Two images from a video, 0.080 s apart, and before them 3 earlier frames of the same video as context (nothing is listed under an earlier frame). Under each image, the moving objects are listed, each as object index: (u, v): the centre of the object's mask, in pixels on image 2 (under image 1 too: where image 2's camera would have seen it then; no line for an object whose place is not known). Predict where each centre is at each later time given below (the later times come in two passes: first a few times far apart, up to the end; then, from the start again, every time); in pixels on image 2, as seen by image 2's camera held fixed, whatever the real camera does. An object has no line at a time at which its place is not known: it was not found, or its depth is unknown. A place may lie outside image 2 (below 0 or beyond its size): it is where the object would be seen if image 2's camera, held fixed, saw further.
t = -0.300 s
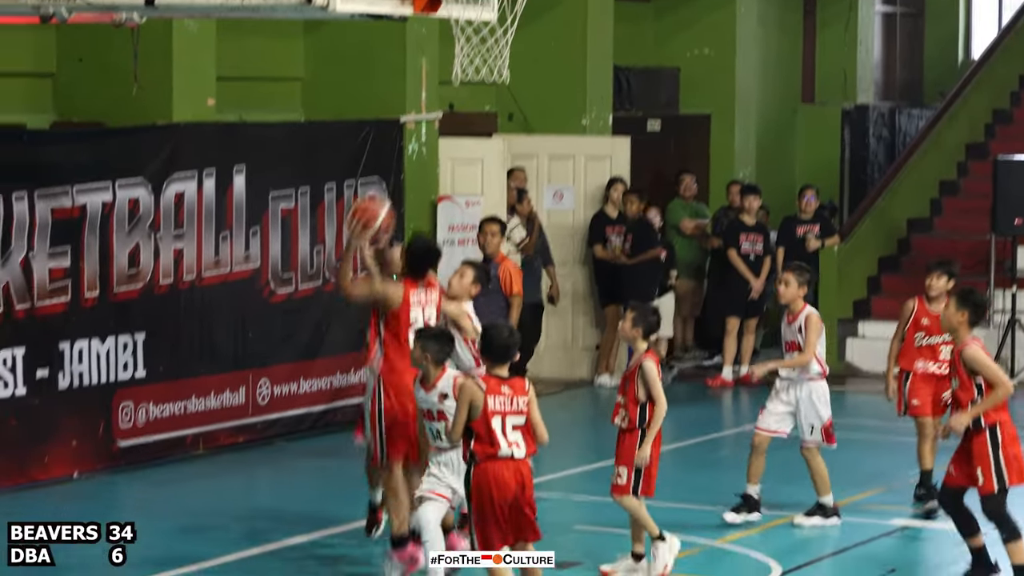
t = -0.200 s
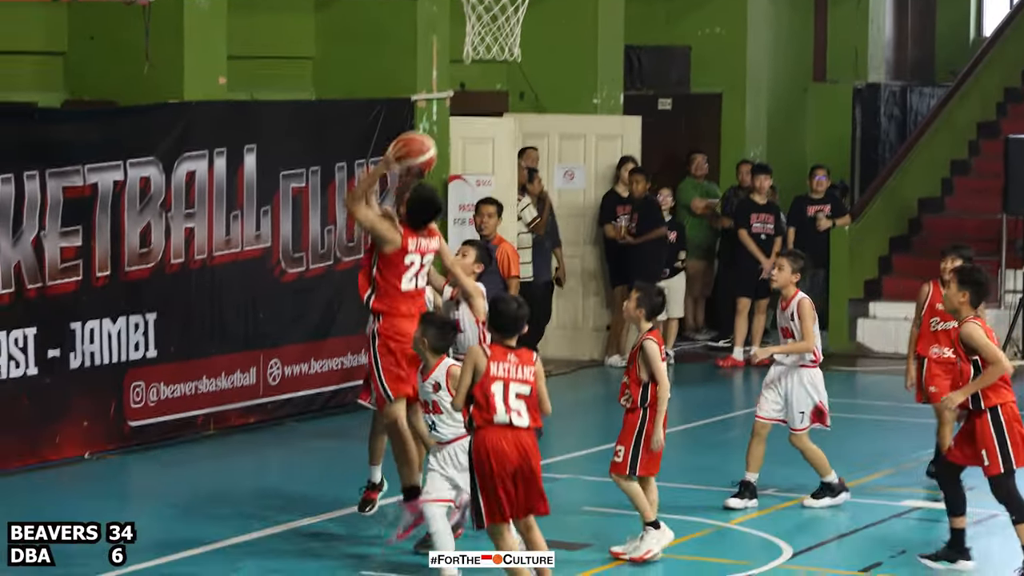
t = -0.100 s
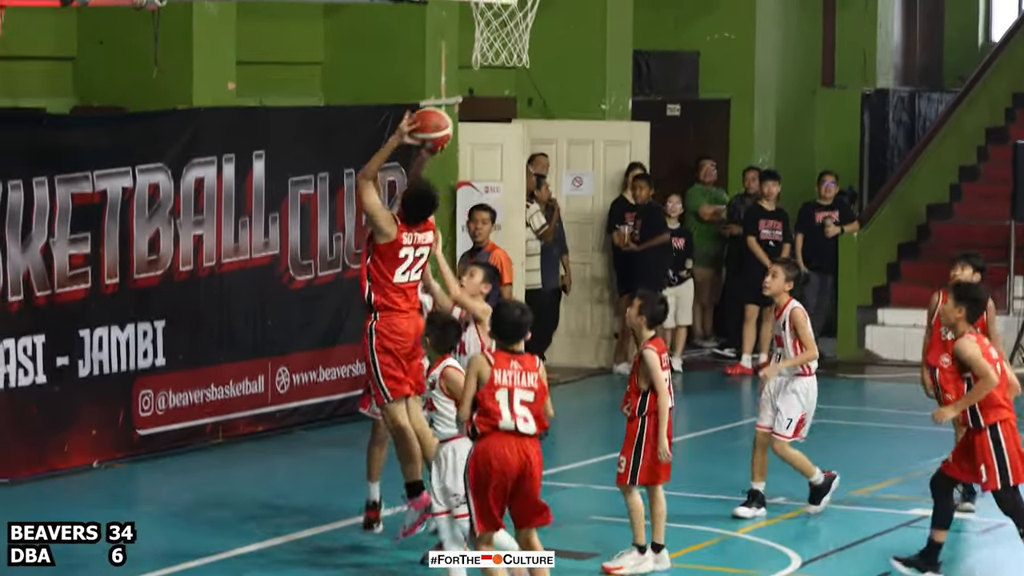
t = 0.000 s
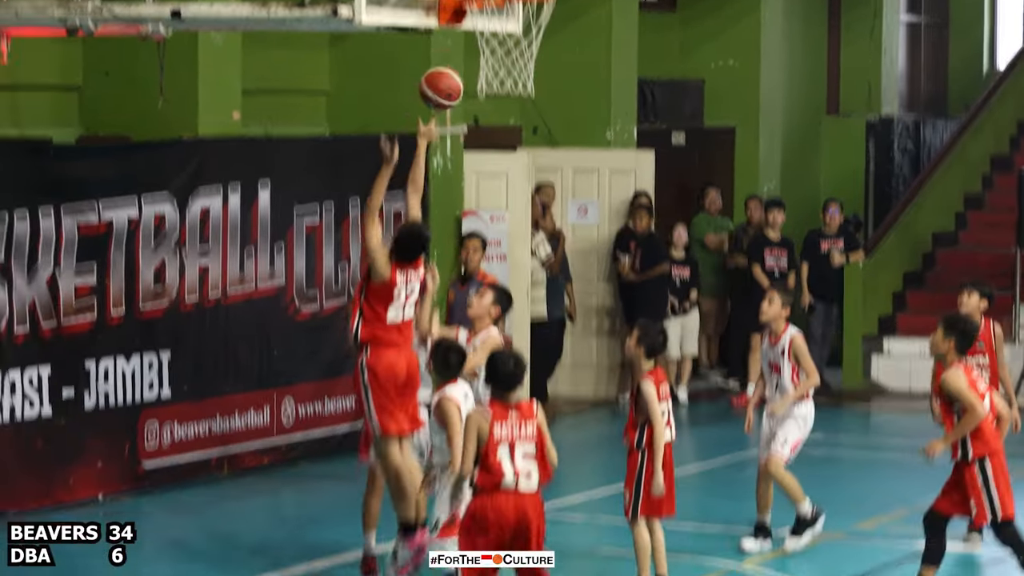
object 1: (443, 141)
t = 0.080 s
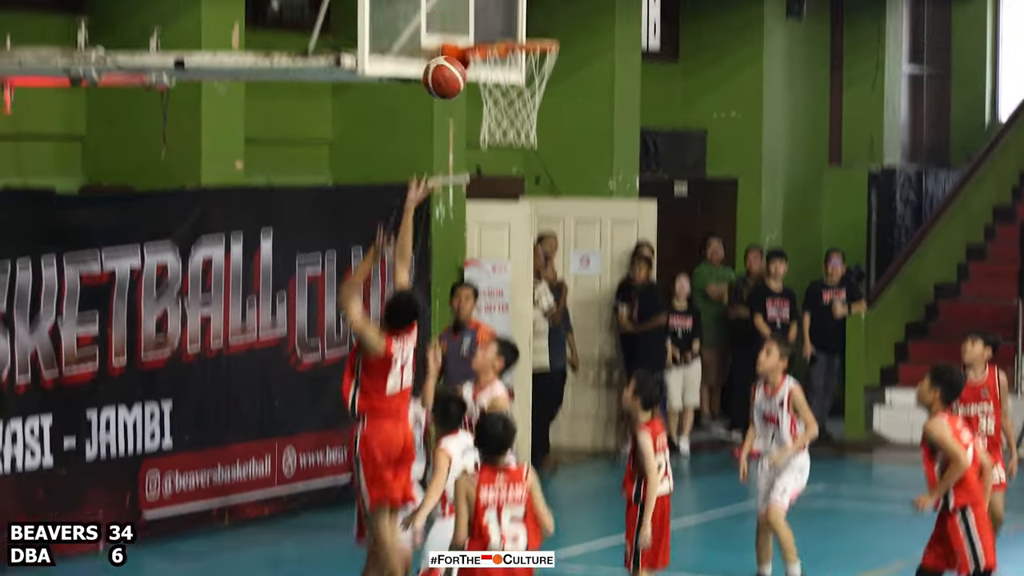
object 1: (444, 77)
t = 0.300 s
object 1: (448, -21)
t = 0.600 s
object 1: (523, 51)
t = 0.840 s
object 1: (546, 159)
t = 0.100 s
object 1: (445, 64)
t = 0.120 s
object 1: (446, 53)
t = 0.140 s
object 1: (445, 40)
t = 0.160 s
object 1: (445, 30)
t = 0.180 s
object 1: (445, 20)
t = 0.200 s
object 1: (445, 11)
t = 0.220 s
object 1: (446, 4)
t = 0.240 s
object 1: (446, -4)
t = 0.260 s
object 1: (447, -10)
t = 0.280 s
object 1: (447, -16)
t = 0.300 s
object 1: (448, -21)
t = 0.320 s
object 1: (452, -20)
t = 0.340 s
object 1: (457, -21)
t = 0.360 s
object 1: (464, -19)
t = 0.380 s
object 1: (469, -17)
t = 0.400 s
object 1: (474, -14)
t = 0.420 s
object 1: (480, -11)
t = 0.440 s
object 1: (486, -7)
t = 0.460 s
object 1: (491, -3)
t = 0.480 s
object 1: (496, 3)
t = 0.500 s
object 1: (500, 9)
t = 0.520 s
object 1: (506, 16)
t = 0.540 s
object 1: (511, 24)
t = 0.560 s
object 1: (516, 30)
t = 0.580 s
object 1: (521, 34)
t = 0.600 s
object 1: (523, 51)
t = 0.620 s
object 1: (528, 57)
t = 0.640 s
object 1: (532, 67)
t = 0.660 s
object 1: (534, 72)
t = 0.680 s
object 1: (537, 81)
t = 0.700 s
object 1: (541, 91)
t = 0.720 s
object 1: (540, 99)
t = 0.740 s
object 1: (541, 108)
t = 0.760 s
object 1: (542, 118)
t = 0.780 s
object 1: (543, 126)
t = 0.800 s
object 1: (546, 139)
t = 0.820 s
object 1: (547, 149)
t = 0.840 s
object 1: (546, 159)
